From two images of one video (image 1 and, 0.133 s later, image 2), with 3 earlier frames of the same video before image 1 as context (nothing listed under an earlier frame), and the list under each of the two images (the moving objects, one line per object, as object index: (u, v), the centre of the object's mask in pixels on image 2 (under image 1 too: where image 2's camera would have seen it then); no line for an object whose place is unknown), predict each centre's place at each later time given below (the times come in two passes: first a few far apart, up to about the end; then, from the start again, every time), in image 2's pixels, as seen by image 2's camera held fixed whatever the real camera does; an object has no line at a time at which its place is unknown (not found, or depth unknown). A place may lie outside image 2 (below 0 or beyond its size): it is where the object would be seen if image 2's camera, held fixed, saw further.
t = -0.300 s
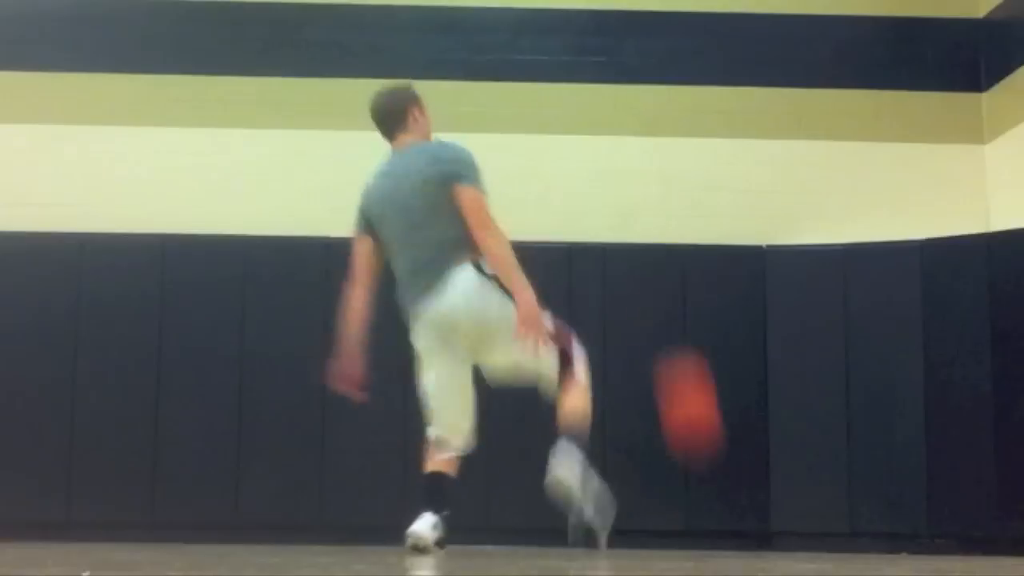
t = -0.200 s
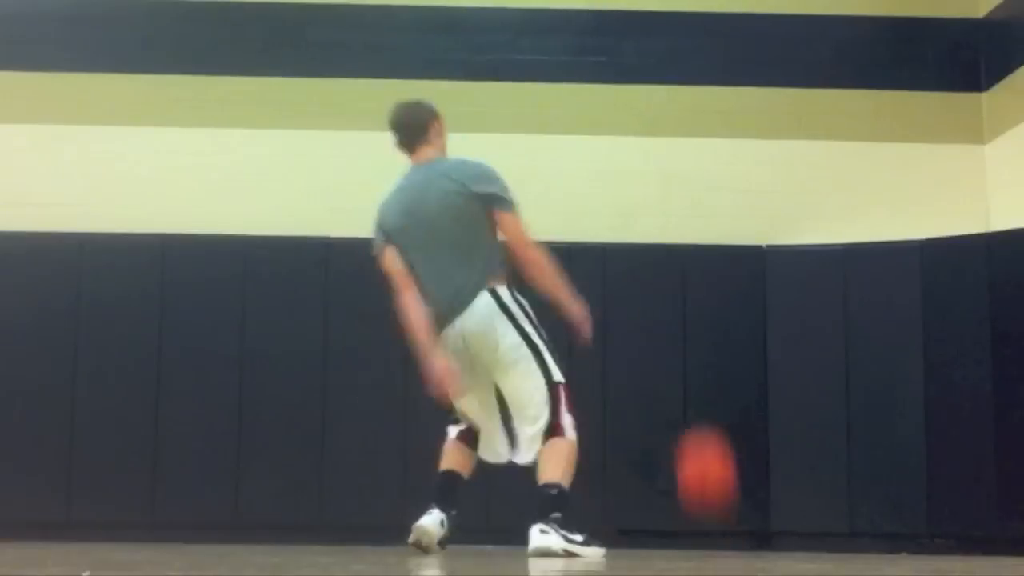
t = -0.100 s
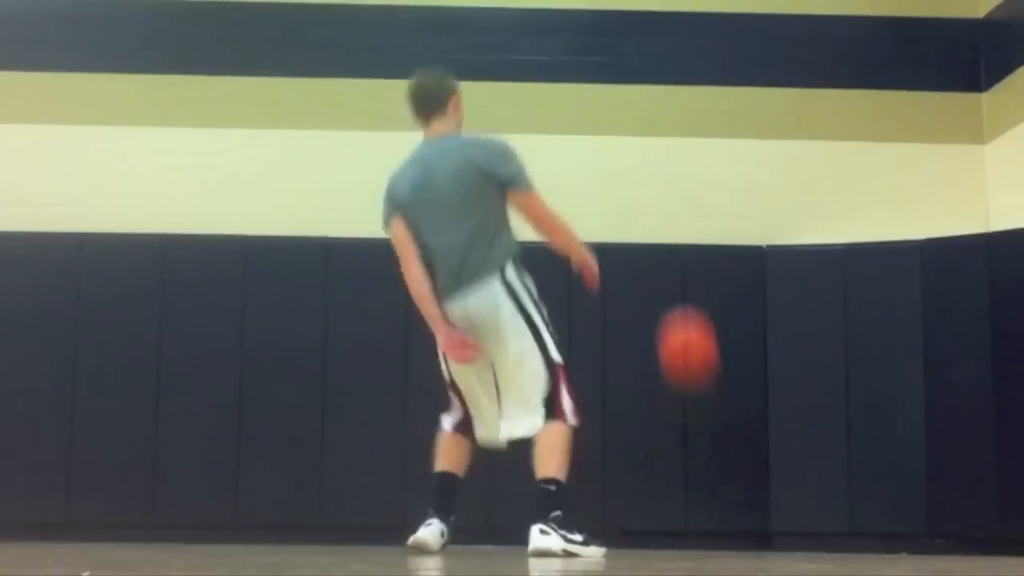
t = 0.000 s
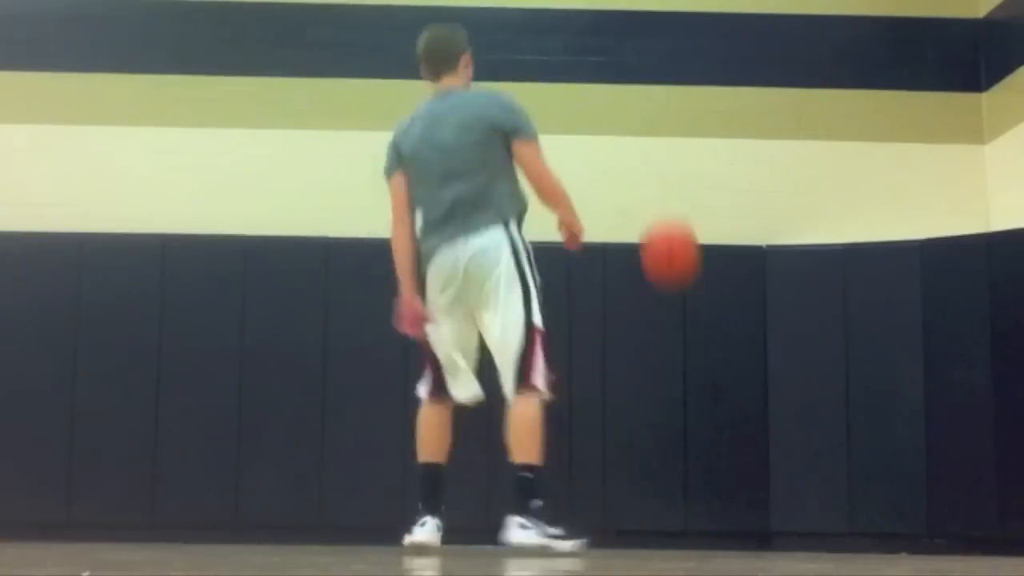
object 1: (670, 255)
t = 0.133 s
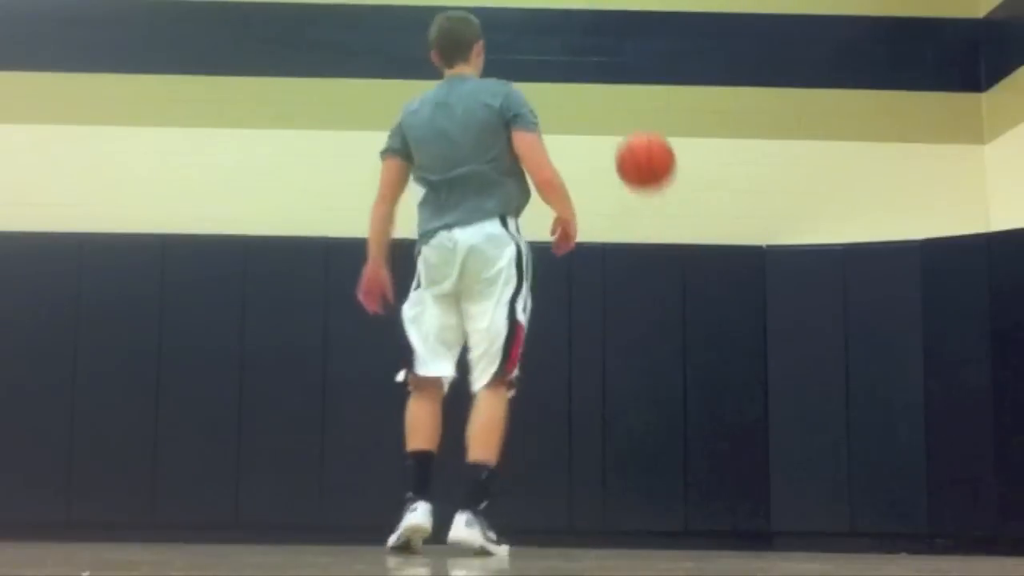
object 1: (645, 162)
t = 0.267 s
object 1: (622, 116)
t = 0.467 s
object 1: (587, 126)
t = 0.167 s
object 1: (640, 146)
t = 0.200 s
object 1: (633, 133)
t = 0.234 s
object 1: (627, 122)
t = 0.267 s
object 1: (622, 116)
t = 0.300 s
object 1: (616, 110)
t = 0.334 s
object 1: (611, 108)
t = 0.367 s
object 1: (605, 109)
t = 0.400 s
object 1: (599, 112)
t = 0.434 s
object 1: (593, 118)
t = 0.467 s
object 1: (587, 126)
